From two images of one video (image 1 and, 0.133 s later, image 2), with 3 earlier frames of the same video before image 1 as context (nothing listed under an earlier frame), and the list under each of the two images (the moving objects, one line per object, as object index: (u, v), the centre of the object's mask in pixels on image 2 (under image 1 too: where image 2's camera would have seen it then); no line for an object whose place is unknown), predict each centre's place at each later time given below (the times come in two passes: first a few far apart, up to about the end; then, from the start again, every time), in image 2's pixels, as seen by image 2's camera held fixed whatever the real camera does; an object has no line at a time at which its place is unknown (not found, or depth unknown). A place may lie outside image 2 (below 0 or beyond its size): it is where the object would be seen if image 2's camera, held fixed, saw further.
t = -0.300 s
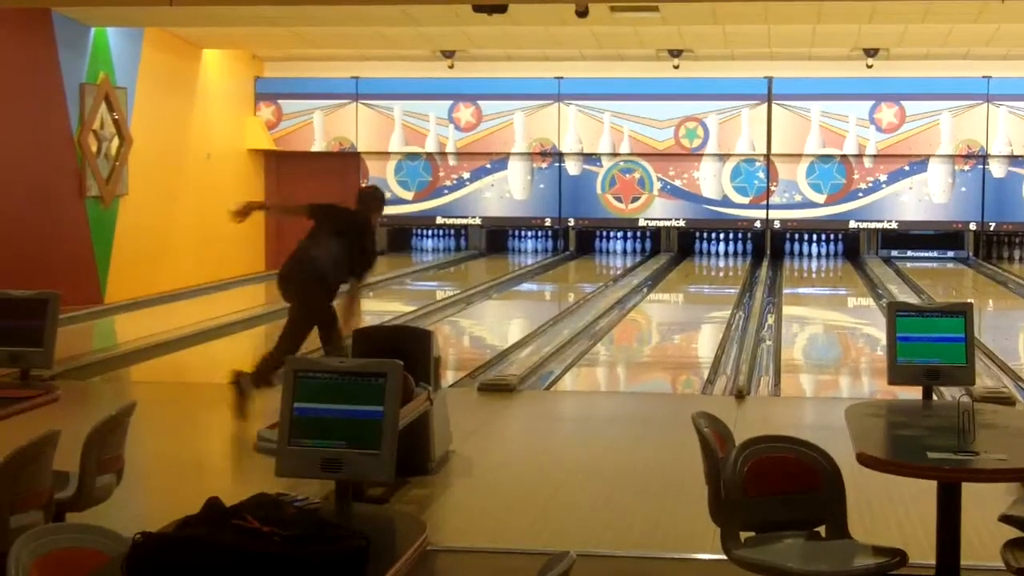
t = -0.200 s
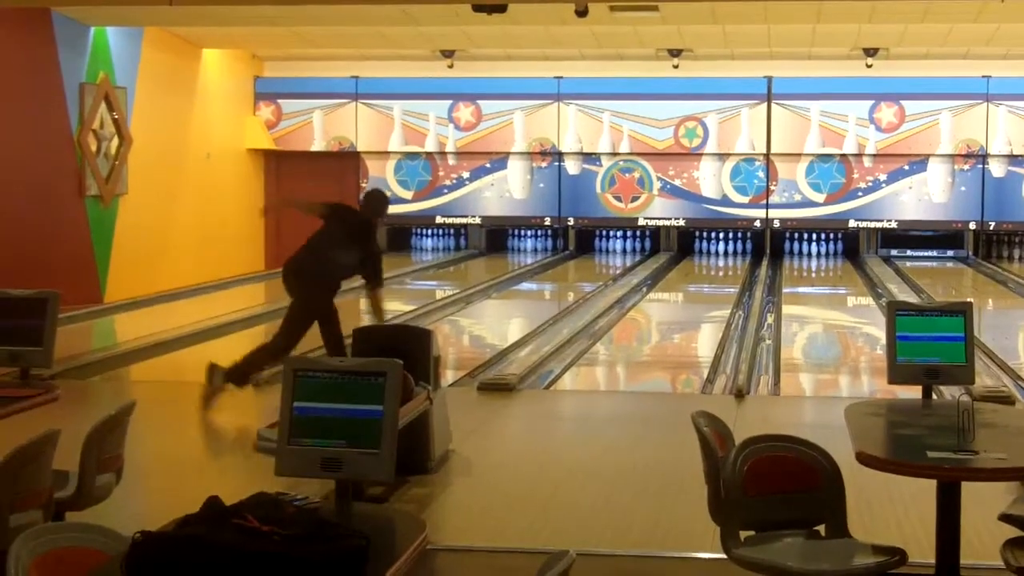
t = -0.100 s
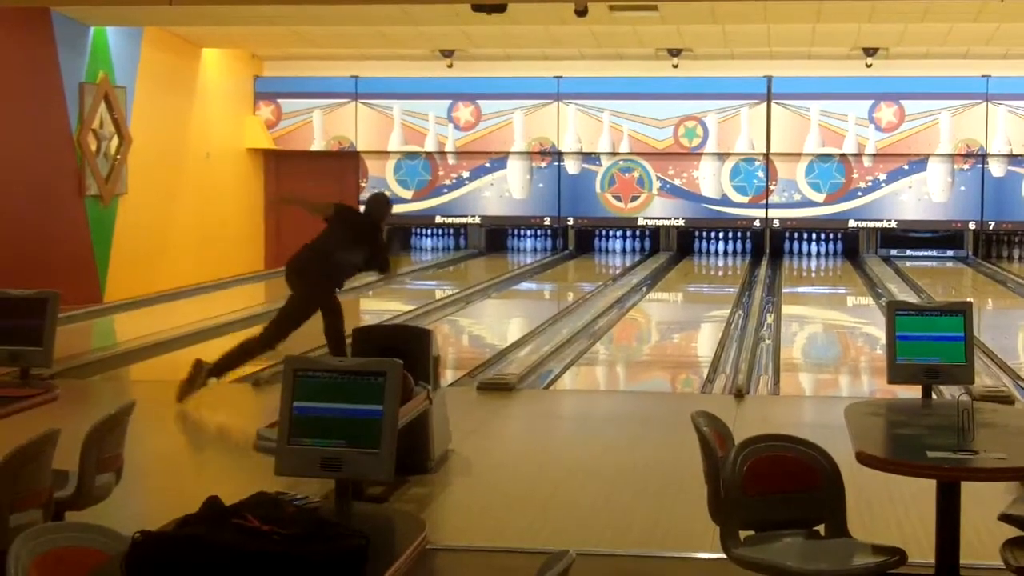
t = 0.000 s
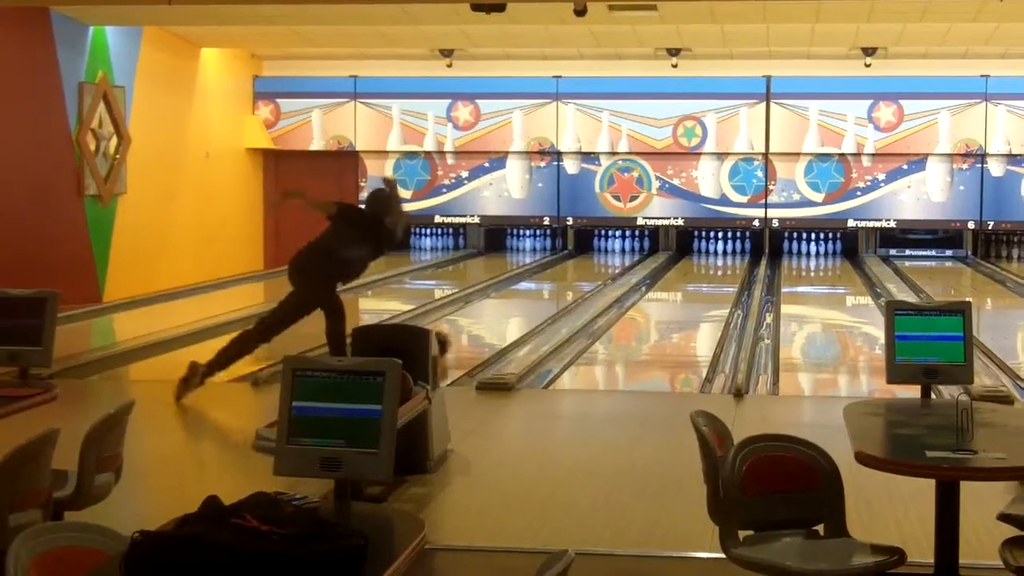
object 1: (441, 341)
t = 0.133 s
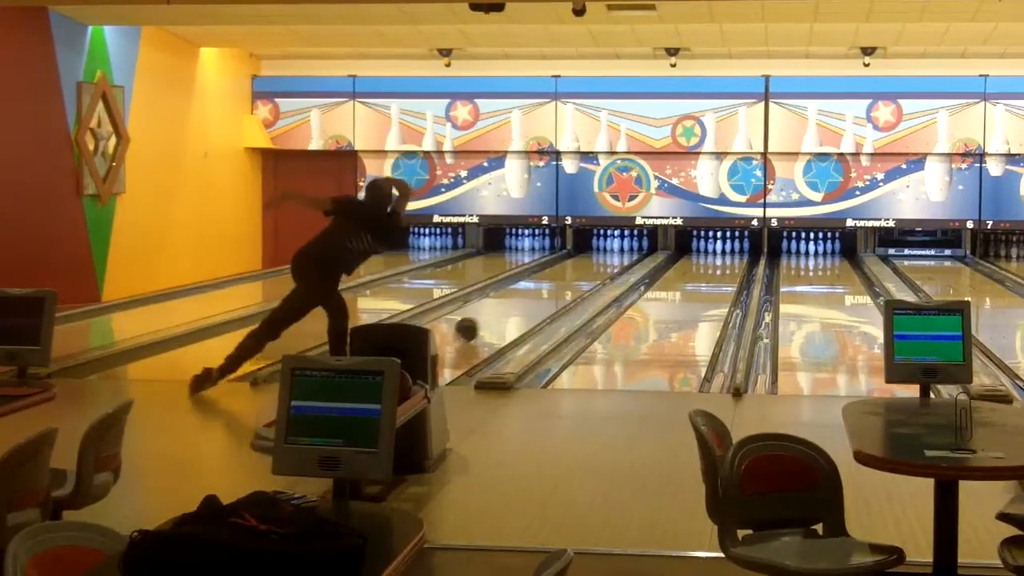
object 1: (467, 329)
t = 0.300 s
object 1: (499, 313)
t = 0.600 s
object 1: (543, 293)
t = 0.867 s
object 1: (572, 279)
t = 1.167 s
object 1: (595, 267)
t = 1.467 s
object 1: (609, 257)
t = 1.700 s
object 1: (616, 250)
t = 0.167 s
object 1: (474, 325)
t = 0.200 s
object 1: (481, 322)
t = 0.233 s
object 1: (487, 319)
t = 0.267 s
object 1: (493, 316)
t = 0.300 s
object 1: (499, 313)
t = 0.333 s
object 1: (505, 311)
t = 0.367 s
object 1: (510, 309)
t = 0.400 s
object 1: (516, 306)
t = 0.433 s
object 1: (521, 304)
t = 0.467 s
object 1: (526, 301)
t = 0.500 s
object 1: (530, 299)
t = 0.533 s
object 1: (534, 298)
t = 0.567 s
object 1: (539, 295)
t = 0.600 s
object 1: (543, 293)
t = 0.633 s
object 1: (547, 292)
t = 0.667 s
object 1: (552, 289)
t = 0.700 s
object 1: (555, 288)
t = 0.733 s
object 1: (558, 286)
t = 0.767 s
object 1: (562, 284)
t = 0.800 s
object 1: (566, 282)
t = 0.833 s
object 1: (568, 281)
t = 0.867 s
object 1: (572, 279)
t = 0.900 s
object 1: (575, 277)
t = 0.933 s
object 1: (578, 276)
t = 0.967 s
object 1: (581, 274)
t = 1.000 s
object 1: (584, 273)
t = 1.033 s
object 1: (586, 272)
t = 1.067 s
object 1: (589, 270)
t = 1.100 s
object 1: (590, 270)
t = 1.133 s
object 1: (593, 268)
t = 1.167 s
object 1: (595, 267)
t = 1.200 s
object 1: (597, 266)
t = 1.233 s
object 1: (598, 265)
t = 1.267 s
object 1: (600, 264)
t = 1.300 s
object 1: (602, 263)
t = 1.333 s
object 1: (603, 262)
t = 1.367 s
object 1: (605, 261)
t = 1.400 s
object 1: (606, 260)
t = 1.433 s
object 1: (608, 259)
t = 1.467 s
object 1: (609, 257)
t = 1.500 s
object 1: (610, 256)
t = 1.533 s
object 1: (611, 255)
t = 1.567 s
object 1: (613, 254)
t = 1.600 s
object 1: (614, 253)
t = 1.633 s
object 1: (614, 253)
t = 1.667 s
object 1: (615, 252)
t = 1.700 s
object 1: (616, 250)
